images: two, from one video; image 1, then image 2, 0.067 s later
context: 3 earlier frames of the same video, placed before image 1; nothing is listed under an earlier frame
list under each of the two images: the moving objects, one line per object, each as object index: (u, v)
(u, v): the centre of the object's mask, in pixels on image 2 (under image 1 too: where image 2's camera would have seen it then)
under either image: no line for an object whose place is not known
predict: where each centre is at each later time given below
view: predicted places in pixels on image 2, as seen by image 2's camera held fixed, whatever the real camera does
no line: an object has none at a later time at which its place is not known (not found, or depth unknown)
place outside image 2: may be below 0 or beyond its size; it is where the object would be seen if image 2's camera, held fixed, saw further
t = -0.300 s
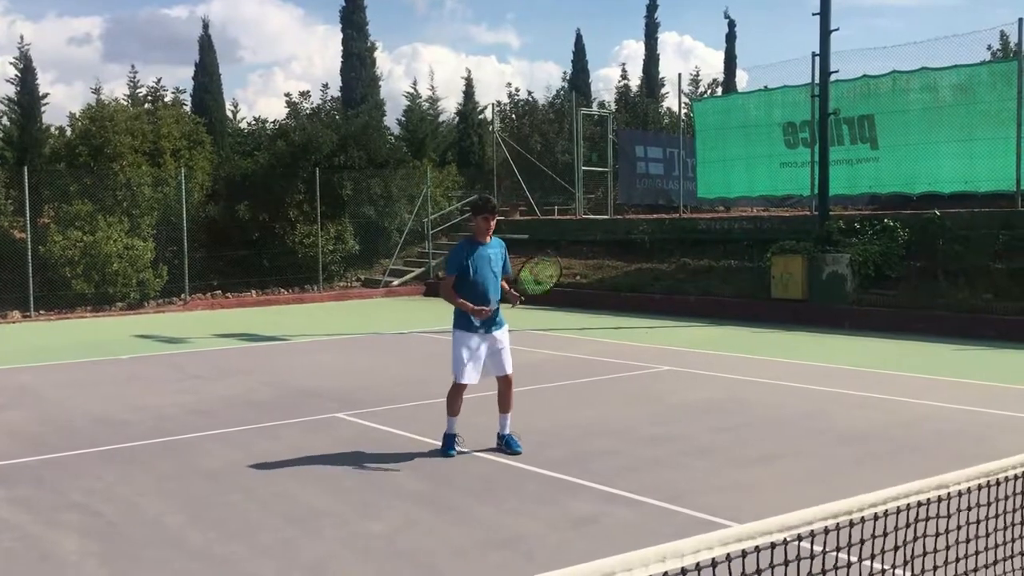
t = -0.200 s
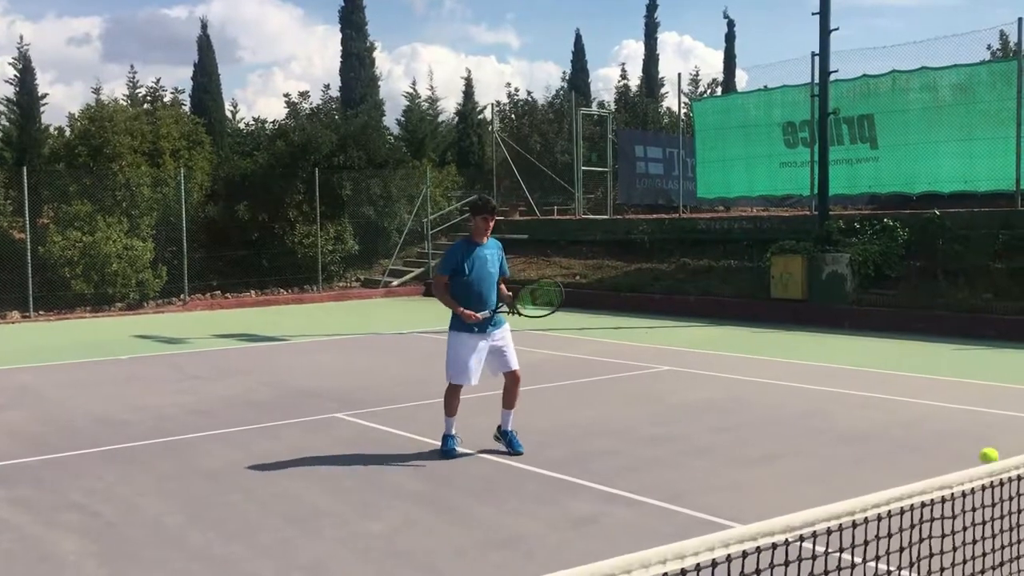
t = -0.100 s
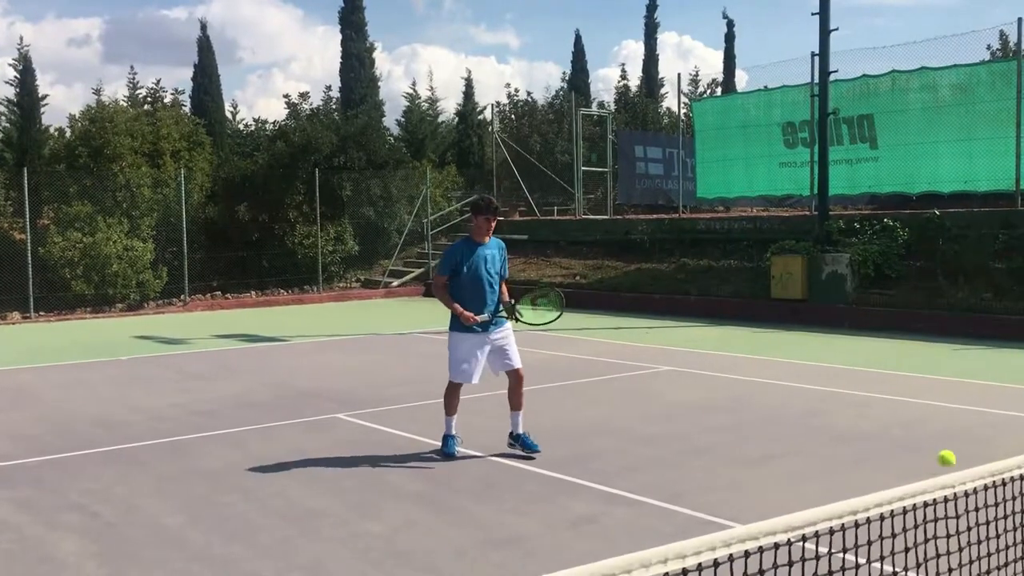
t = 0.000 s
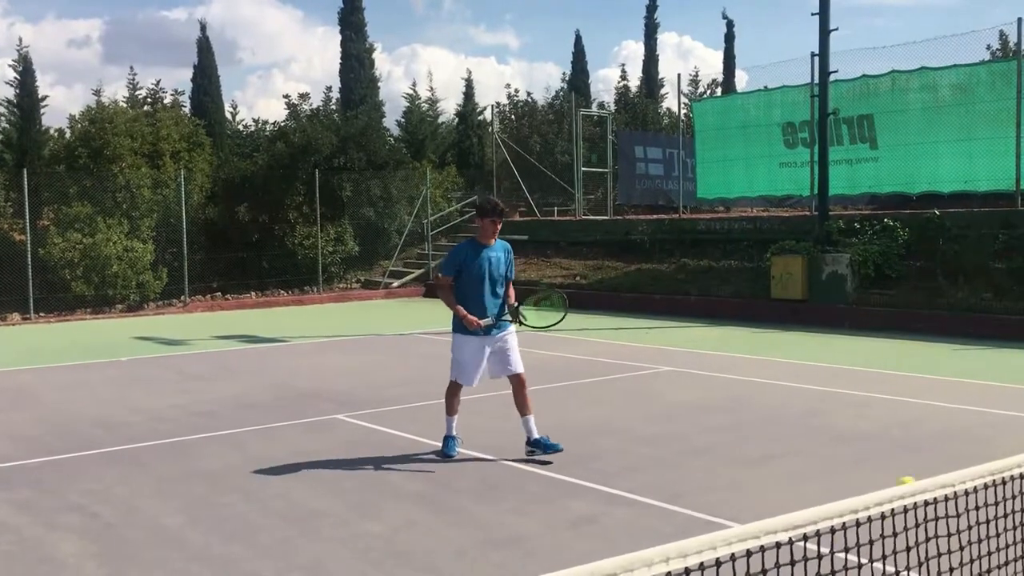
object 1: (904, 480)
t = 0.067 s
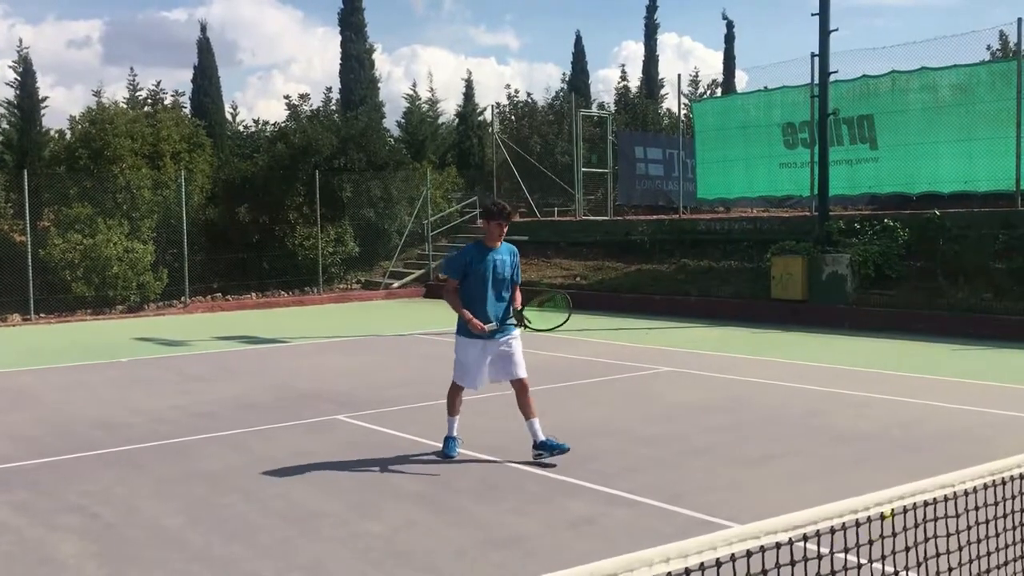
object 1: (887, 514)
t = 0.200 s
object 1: (842, 539)
